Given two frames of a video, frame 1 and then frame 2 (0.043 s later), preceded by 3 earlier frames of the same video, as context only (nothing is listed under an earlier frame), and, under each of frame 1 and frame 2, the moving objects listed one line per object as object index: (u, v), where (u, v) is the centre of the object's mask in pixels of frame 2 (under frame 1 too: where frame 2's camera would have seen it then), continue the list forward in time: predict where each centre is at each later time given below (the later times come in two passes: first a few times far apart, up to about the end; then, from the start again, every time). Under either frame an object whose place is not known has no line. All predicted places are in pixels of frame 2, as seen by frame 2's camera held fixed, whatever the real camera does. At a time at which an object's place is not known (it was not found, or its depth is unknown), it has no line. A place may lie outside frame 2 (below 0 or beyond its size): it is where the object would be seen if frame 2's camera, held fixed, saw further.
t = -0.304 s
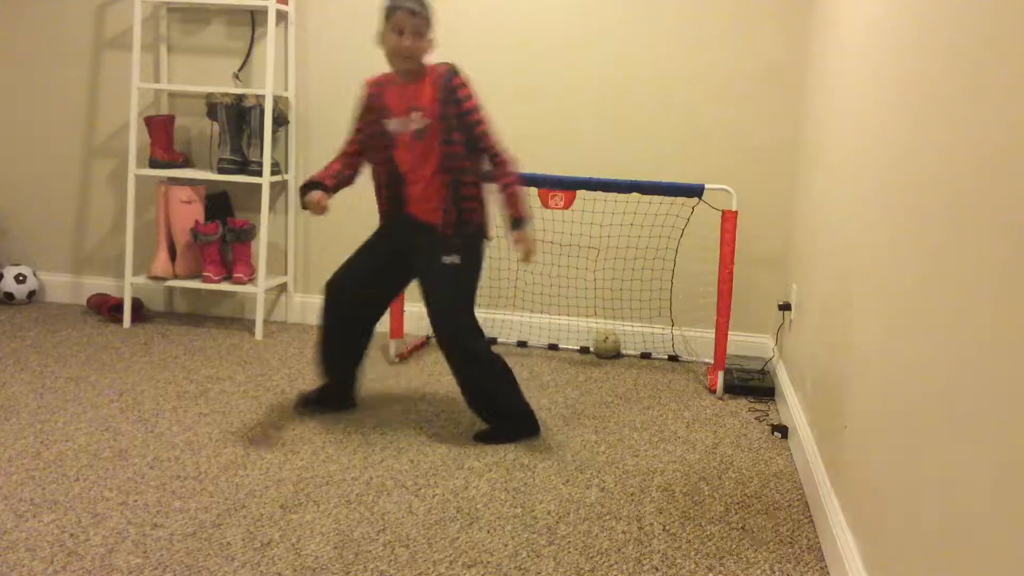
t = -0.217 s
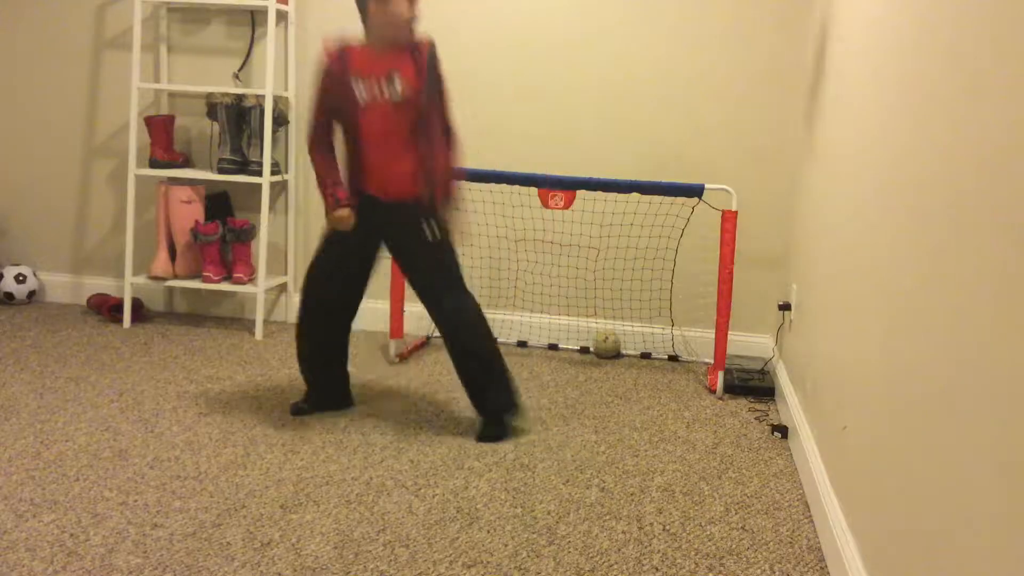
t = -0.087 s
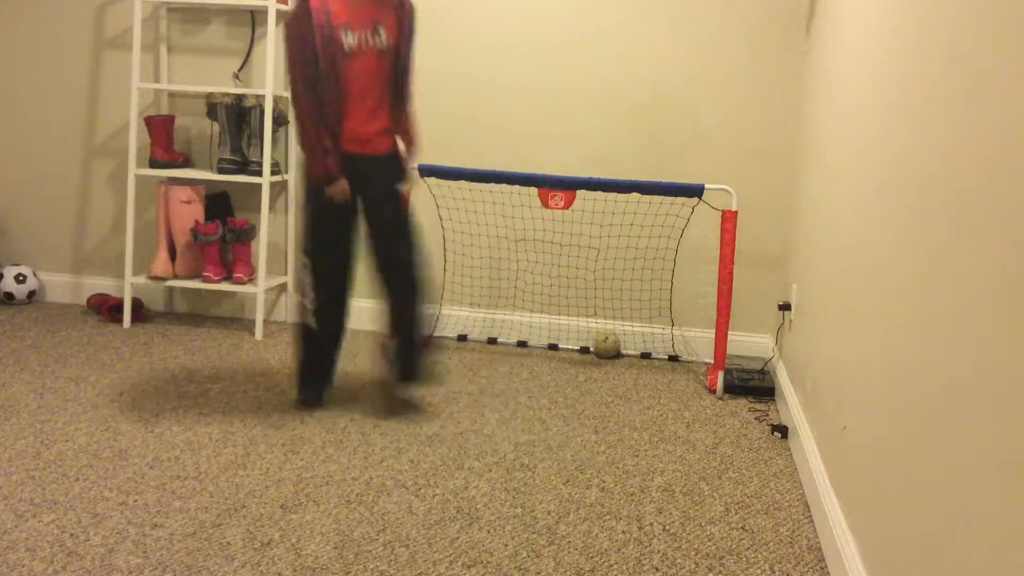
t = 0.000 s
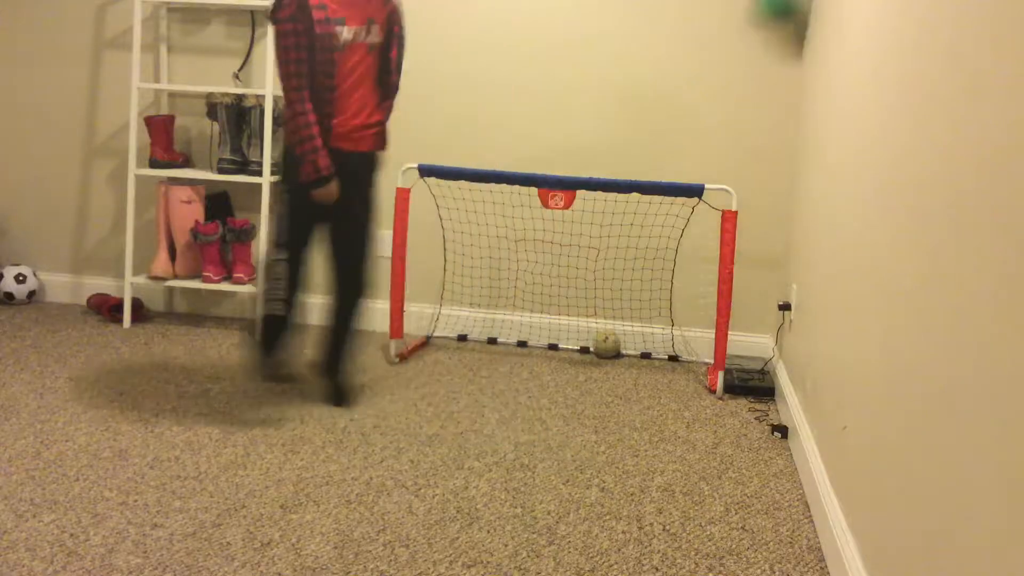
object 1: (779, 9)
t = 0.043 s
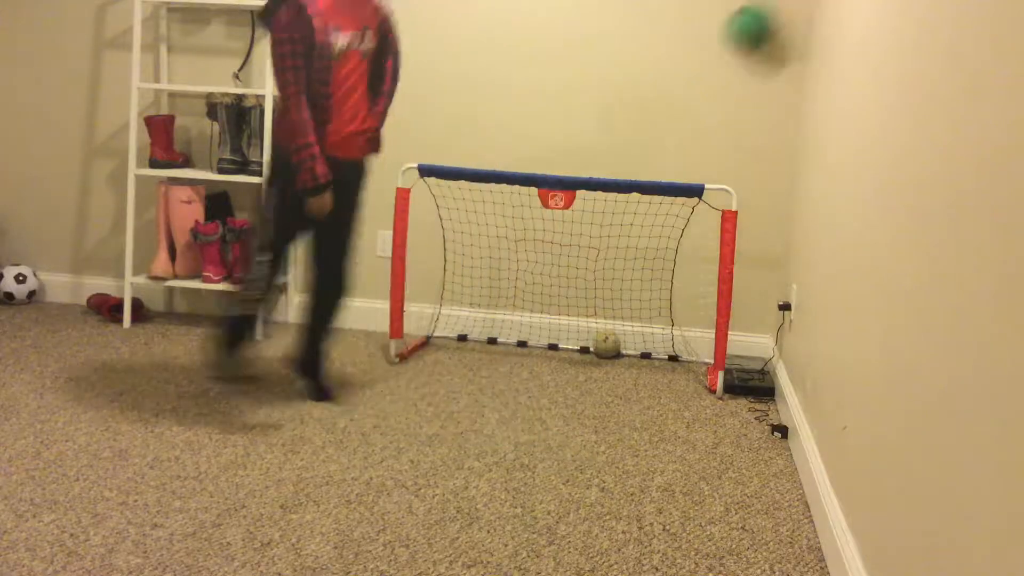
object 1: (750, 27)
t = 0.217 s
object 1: (660, 116)
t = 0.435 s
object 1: (570, 269)
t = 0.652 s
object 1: (545, 310)
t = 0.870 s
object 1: (512, 276)
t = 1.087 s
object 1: (489, 321)
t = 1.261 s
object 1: (474, 319)
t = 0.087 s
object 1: (728, 42)
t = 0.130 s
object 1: (706, 61)
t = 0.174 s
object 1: (684, 86)
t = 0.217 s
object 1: (660, 116)
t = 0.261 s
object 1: (635, 153)
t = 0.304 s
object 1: (612, 193)
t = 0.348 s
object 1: (588, 236)
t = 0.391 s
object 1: (576, 257)
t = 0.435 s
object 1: (570, 269)
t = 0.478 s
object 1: (565, 285)
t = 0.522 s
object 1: (560, 302)
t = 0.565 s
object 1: (555, 326)
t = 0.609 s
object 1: (550, 329)
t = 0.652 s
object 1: (545, 310)
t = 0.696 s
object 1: (540, 295)
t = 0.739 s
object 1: (530, 277)
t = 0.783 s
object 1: (524, 274)
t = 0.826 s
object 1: (518, 273)
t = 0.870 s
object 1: (512, 276)
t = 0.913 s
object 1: (506, 283)
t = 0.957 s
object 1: (500, 294)
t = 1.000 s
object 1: (493, 309)
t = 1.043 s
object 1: (490, 319)
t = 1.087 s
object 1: (489, 321)
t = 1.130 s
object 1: (488, 324)
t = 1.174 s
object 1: (484, 322)
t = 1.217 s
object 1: (479, 319)
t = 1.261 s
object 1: (474, 319)
